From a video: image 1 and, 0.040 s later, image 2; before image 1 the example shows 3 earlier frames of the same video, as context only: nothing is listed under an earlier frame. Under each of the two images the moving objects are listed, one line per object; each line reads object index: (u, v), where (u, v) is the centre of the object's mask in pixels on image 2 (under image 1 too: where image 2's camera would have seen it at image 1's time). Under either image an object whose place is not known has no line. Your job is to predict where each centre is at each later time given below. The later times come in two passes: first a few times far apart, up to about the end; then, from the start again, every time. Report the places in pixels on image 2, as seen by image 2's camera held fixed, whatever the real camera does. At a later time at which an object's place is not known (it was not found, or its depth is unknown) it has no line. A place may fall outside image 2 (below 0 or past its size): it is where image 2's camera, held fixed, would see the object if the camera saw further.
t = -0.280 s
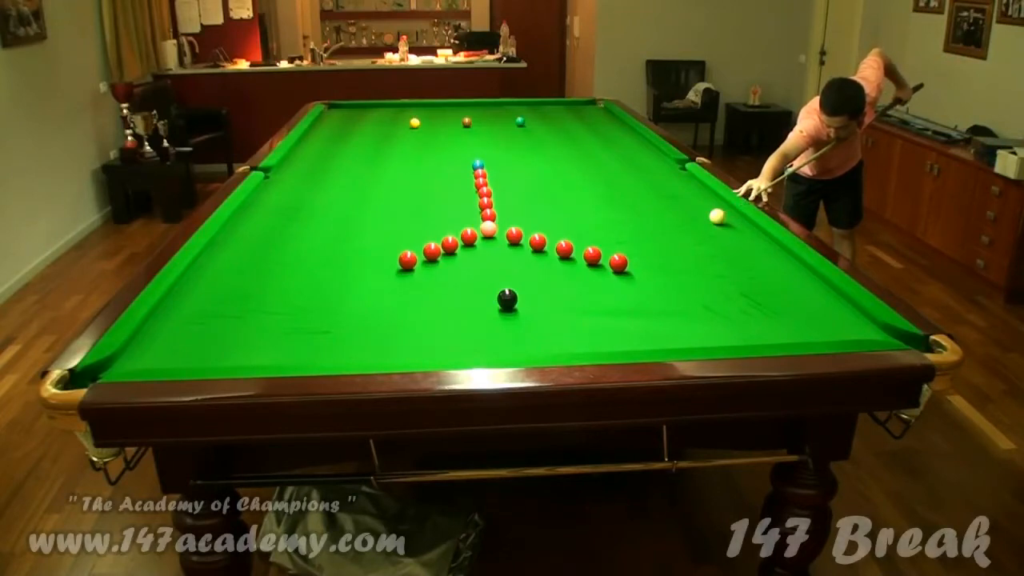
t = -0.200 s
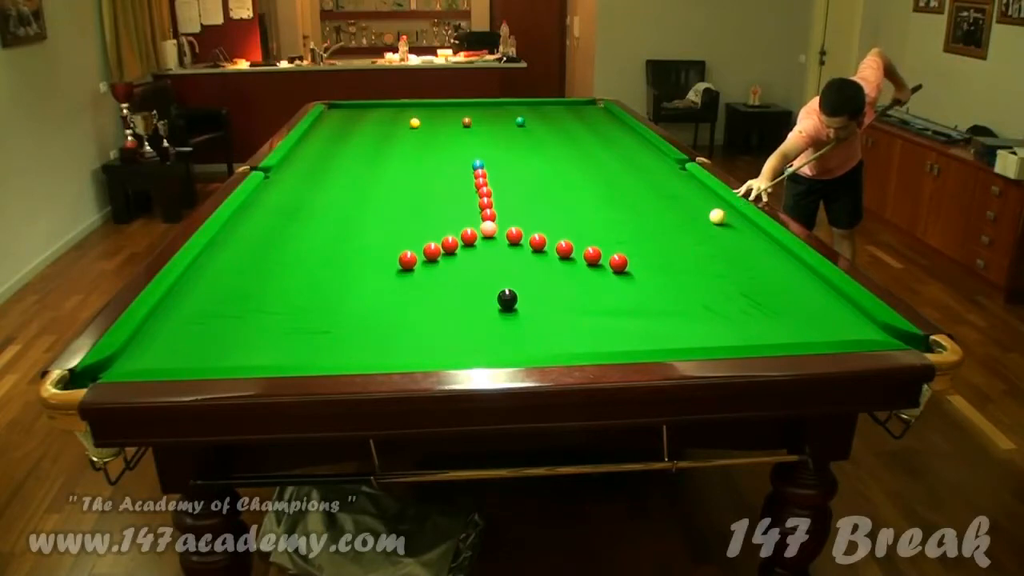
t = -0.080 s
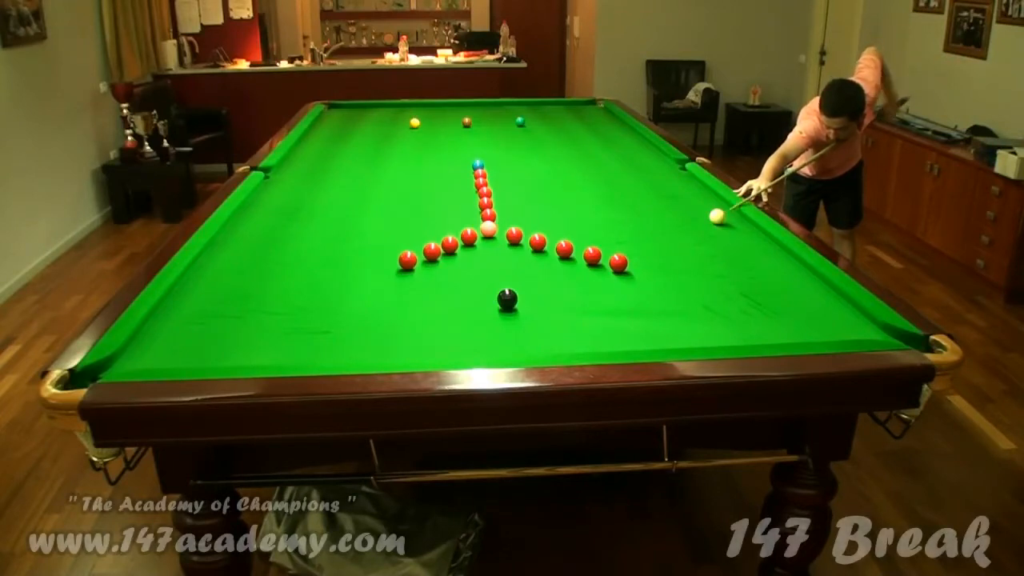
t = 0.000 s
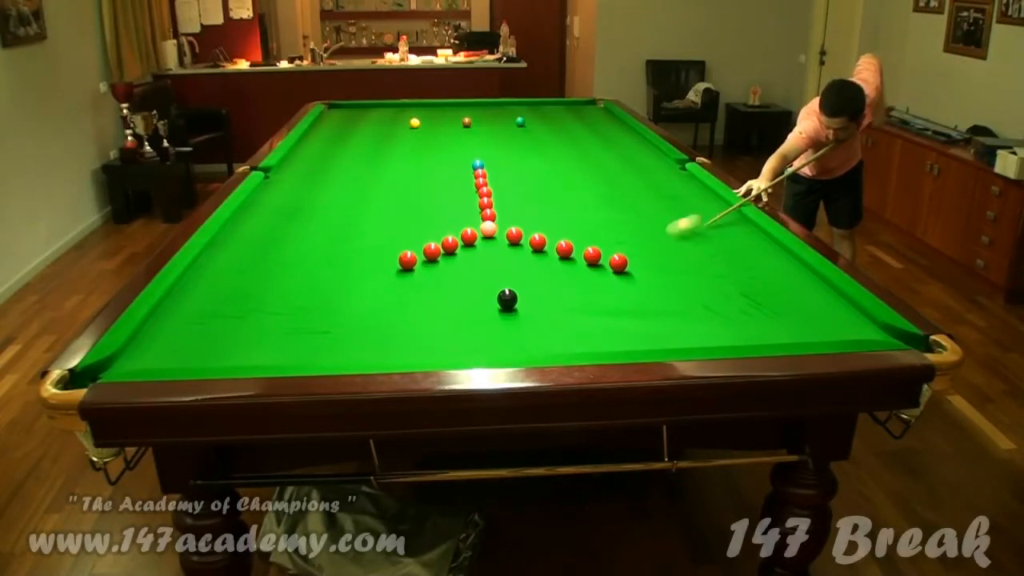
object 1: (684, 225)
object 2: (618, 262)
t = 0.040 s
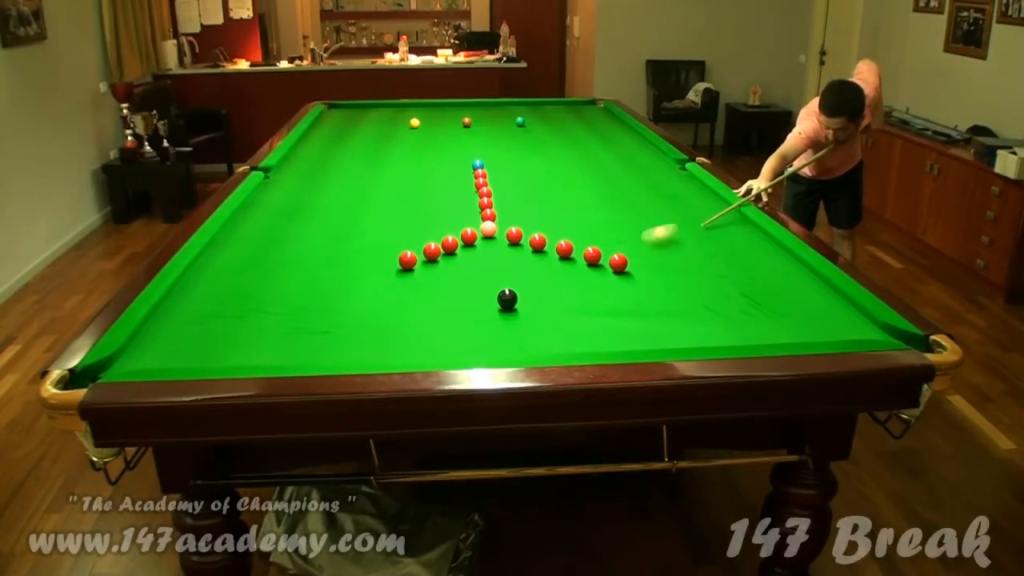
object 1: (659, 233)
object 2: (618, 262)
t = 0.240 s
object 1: (610, 254)
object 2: (618, 263)
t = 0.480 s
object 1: (615, 256)
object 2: (623, 268)
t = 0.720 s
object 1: (619, 258)
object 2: (627, 272)
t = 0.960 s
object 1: (622, 259)
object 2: (632, 277)
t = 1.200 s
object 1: (622, 259)
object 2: (635, 281)
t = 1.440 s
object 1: (622, 259)
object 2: (638, 284)
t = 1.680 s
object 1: (622, 259)
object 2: (641, 287)
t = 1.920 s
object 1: (622, 259)
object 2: (642, 288)
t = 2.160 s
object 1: (622, 259)
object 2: (643, 289)
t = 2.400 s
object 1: (622, 259)
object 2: (643, 290)
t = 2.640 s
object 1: (622, 259)
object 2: (643, 289)
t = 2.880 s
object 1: (622, 259)
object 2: (643, 290)
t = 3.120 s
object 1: (622, 259)
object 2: (643, 290)
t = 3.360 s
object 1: (622, 259)
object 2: (643, 290)
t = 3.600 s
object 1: (622, 259)
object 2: (643, 289)
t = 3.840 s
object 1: (622, 259)
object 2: (643, 289)
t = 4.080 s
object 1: (622, 259)
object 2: (643, 289)
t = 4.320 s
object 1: (622, 259)
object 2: (643, 290)
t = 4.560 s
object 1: (622, 259)
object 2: (643, 290)
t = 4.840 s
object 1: (622, 259)
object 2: (643, 290)
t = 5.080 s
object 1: (622, 259)
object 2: (643, 289)
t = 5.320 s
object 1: (622, 259)
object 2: (643, 289)
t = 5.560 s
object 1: (622, 259)
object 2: (643, 289)
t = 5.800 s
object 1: (622, 259)
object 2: (643, 289)
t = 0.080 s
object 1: (635, 241)
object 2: (618, 262)
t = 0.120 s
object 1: (613, 248)
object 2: (618, 262)
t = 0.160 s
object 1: (607, 252)
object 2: (618, 262)
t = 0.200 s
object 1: (609, 253)
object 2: (618, 263)
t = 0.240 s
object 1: (610, 254)
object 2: (618, 263)
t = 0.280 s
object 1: (611, 254)
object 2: (619, 264)
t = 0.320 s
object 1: (612, 255)
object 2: (620, 265)
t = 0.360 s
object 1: (613, 255)
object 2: (621, 266)
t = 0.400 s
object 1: (614, 255)
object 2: (622, 266)
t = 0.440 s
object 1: (615, 256)
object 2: (622, 267)
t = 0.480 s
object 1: (615, 256)
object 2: (623, 268)
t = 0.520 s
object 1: (616, 256)
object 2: (624, 269)
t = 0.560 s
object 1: (617, 256)
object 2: (625, 269)
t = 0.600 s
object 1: (617, 257)
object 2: (625, 270)
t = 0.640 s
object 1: (618, 257)
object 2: (626, 271)
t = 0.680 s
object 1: (619, 257)
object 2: (627, 272)
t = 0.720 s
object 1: (619, 258)
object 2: (627, 272)
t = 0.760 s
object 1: (620, 258)
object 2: (628, 273)
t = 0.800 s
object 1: (620, 258)
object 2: (629, 274)
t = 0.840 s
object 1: (621, 259)
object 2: (630, 275)
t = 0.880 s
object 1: (621, 259)
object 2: (630, 276)
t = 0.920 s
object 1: (621, 259)
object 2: (631, 277)
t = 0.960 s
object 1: (622, 259)
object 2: (632, 277)
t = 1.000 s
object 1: (621, 259)
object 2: (632, 278)
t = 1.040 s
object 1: (622, 259)
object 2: (633, 279)
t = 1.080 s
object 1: (622, 259)
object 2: (633, 279)
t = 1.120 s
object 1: (622, 259)
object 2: (634, 280)
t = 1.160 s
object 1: (622, 259)
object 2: (635, 280)
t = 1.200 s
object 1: (622, 259)
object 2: (635, 281)
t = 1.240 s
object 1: (622, 259)
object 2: (636, 282)
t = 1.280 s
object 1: (622, 259)
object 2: (636, 282)
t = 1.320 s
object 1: (622, 259)
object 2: (637, 283)
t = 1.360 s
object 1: (622, 259)
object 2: (637, 283)
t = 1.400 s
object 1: (622, 259)
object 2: (638, 284)
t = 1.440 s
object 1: (622, 259)
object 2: (638, 284)
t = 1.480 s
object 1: (622, 259)
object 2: (638, 285)
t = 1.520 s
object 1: (622, 259)
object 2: (639, 285)
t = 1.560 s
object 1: (622, 259)
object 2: (639, 285)
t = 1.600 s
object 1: (622, 259)
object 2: (640, 286)
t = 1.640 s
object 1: (622, 259)
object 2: (640, 286)
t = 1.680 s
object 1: (622, 259)
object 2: (641, 287)
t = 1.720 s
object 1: (622, 259)
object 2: (641, 287)
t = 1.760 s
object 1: (622, 259)
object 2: (641, 287)
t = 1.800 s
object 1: (622, 259)
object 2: (642, 288)
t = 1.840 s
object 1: (622, 259)
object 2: (642, 288)
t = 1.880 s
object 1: (622, 259)
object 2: (642, 288)
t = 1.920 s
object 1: (622, 259)
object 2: (642, 288)
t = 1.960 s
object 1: (622, 259)
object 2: (643, 288)
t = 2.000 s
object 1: (622, 259)
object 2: (643, 289)
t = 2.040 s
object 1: (622, 259)
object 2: (643, 289)
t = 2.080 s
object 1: (622, 259)
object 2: (643, 289)
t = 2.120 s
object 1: (622, 259)
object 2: (643, 289)
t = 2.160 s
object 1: (622, 259)
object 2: (643, 289)
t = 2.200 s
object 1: (622, 259)
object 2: (643, 289)
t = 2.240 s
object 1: (622, 259)
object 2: (643, 289)
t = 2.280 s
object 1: (622, 259)
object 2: (643, 289)
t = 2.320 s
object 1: (622, 259)
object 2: (643, 289)
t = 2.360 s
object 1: (622, 259)
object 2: (643, 290)
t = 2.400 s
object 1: (622, 259)
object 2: (643, 290)
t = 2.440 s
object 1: (622, 259)
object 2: (643, 289)
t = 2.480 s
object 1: (622, 259)
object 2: (643, 290)
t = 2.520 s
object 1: (622, 259)
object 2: (643, 289)
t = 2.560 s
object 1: (622, 259)
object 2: (643, 289)
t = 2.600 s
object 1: (622, 259)
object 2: (643, 289)
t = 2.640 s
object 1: (622, 259)
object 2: (643, 289)
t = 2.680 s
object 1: (622, 259)
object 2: (643, 289)
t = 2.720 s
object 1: (622, 259)
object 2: (643, 289)
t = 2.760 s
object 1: (622, 259)
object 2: (643, 290)
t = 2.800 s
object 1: (622, 259)
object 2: (643, 289)
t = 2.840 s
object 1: (622, 259)
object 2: (643, 289)
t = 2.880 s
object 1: (622, 259)
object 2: (643, 290)
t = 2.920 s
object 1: (622, 259)
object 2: (643, 290)
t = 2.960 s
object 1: (622, 259)
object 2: (643, 290)
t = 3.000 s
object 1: (622, 259)
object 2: (643, 290)
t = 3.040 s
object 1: (622, 259)
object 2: (643, 290)
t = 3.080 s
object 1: (622, 259)
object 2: (643, 290)
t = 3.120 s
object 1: (622, 259)
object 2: (643, 290)
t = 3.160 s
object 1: (622, 259)
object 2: (643, 289)
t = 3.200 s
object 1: (622, 259)
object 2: (643, 290)
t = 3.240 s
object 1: (622, 259)
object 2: (643, 289)
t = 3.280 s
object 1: (622, 259)
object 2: (643, 289)
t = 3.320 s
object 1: (622, 259)
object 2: (643, 289)
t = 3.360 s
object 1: (622, 259)
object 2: (643, 290)
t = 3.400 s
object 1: (622, 259)
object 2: (643, 289)
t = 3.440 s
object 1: (622, 259)
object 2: (643, 290)
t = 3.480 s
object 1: (622, 259)
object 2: (643, 289)
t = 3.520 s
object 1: (622, 259)
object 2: (643, 289)
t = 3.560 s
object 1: (622, 259)
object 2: (643, 290)
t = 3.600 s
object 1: (622, 259)
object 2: (643, 289)
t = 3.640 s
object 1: (622, 259)
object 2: (643, 289)
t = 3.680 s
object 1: (622, 259)
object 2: (643, 290)
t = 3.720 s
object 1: (622, 259)
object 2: (643, 289)
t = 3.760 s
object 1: (622, 259)
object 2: (643, 289)
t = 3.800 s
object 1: (622, 259)
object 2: (643, 290)
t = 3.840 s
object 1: (622, 259)
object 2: (643, 289)
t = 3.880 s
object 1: (622, 259)
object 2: (643, 290)
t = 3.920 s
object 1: (622, 259)
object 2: (643, 289)
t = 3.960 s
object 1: (622, 259)
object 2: (643, 290)
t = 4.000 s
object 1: (622, 259)
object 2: (643, 289)
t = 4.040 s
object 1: (622, 259)
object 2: (643, 290)
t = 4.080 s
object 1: (622, 259)
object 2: (643, 289)
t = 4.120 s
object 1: (622, 259)
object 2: (643, 290)
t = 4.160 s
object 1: (622, 259)
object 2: (643, 290)
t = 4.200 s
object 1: (622, 259)
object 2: (643, 290)
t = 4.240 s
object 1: (622, 259)
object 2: (643, 290)
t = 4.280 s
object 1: (622, 259)
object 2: (643, 289)
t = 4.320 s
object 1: (622, 259)
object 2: (643, 290)
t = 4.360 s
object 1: (622, 259)
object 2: (643, 289)
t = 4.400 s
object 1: (622, 259)
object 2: (643, 289)
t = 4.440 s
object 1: (622, 259)
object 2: (643, 290)
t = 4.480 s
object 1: (622, 259)
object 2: (643, 289)
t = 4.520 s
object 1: (622, 259)
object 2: (643, 290)
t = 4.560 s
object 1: (622, 259)
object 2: (643, 290)
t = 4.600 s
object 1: (622, 259)
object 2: (643, 290)
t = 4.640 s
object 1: (622, 259)
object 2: (643, 290)
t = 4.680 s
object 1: (622, 259)
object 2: (643, 290)
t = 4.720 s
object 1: (622, 259)
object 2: (643, 289)
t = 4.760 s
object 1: (622, 259)
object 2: (643, 290)
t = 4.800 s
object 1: (622, 259)
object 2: (643, 290)
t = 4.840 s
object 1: (622, 259)
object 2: (643, 290)
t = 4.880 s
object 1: (622, 259)
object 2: (643, 290)
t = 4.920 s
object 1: (622, 259)
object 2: (643, 290)
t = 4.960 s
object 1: (622, 259)
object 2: (643, 290)
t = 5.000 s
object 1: (622, 259)
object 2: (643, 289)
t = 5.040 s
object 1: (622, 259)
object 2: (643, 289)
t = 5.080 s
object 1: (622, 259)
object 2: (643, 289)
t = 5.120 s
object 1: (622, 259)
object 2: (643, 289)
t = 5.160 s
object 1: (622, 259)
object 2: (643, 290)
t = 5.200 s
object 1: (622, 259)
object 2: (643, 289)
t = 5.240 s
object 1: (622, 259)
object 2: (643, 289)
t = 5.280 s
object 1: (622, 259)
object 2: (643, 290)
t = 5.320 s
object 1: (622, 259)
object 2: (643, 289)
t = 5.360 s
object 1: (622, 259)
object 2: (643, 289)
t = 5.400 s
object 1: (622, 259)
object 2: (643, 289)
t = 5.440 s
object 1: (622, 259)
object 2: (643, 290)
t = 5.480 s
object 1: (622, 259)
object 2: (643, 289)
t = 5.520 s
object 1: (622, 259)
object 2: (643, 290)
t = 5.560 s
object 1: (622, 259)
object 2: (643, 289)
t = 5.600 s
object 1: (622, 259)
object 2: (643, 290)
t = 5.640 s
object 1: (622, 259)
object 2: (643, 289)
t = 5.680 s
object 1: (622, 259)
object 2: (643, 290)
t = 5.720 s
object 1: (622, 259)
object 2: (643, 289)
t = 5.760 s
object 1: (622, 259)
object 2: (643, 289)
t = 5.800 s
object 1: (622, 259)
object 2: (643, 289)
